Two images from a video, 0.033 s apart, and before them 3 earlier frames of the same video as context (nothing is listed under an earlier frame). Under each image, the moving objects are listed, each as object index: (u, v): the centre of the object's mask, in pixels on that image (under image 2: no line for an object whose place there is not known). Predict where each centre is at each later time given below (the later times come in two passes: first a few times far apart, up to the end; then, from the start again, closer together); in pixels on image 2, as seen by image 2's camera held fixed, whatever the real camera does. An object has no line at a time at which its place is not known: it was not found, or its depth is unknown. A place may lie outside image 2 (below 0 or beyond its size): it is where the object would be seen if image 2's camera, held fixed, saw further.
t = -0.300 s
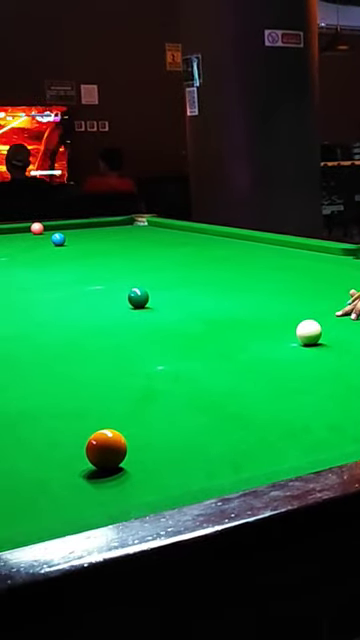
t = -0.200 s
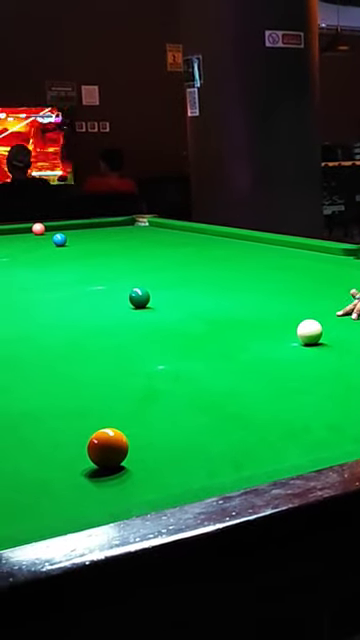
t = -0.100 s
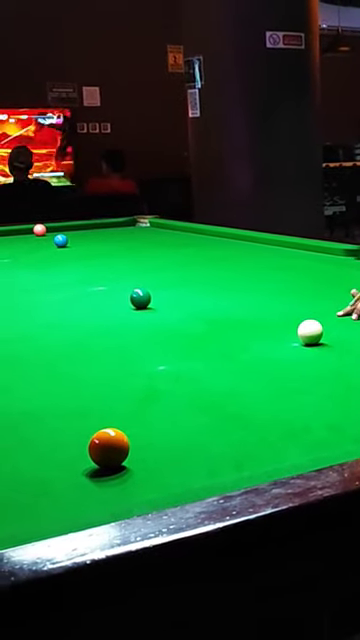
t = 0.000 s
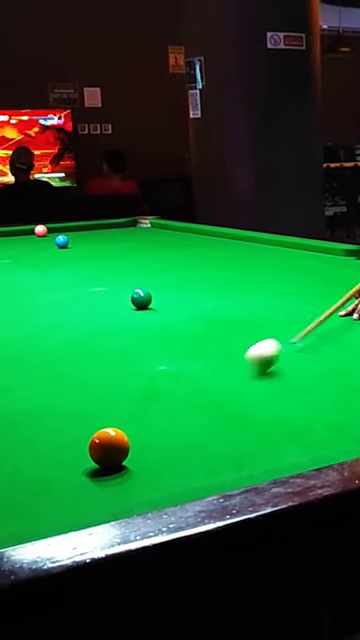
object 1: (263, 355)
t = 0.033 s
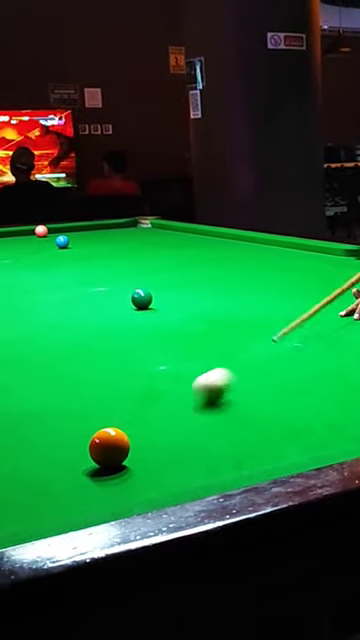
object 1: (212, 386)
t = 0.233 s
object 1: (88, 435)
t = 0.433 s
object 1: (78, 420)
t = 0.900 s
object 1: (62, 394)
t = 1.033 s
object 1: (58, 388)
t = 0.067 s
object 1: (148, 420)
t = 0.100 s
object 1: (118, 436)
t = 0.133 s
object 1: (108, 437)
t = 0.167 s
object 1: (99, 437)
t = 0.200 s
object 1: (92, 437)
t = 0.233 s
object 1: (88, 435)
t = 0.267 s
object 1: (85, 432)
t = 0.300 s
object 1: (83, 430)
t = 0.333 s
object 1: (82, 428)
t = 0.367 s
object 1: (81, 425)
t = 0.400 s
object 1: (79, 423)
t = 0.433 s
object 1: (78, 420)
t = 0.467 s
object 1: (77, 418)
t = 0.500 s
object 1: (76, 416)
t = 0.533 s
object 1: (74, 414)
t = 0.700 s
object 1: (68, 404)
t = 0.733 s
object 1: (67, 402)
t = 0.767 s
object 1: (66, 401)
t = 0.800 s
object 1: (64, 399)
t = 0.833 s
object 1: (64, 397)
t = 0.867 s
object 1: (62, 396)
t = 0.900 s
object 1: (62, 394)
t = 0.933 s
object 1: (61, 393)
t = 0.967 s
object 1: (60, 391)
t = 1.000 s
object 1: (59, 390)
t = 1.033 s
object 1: (58, 388)
